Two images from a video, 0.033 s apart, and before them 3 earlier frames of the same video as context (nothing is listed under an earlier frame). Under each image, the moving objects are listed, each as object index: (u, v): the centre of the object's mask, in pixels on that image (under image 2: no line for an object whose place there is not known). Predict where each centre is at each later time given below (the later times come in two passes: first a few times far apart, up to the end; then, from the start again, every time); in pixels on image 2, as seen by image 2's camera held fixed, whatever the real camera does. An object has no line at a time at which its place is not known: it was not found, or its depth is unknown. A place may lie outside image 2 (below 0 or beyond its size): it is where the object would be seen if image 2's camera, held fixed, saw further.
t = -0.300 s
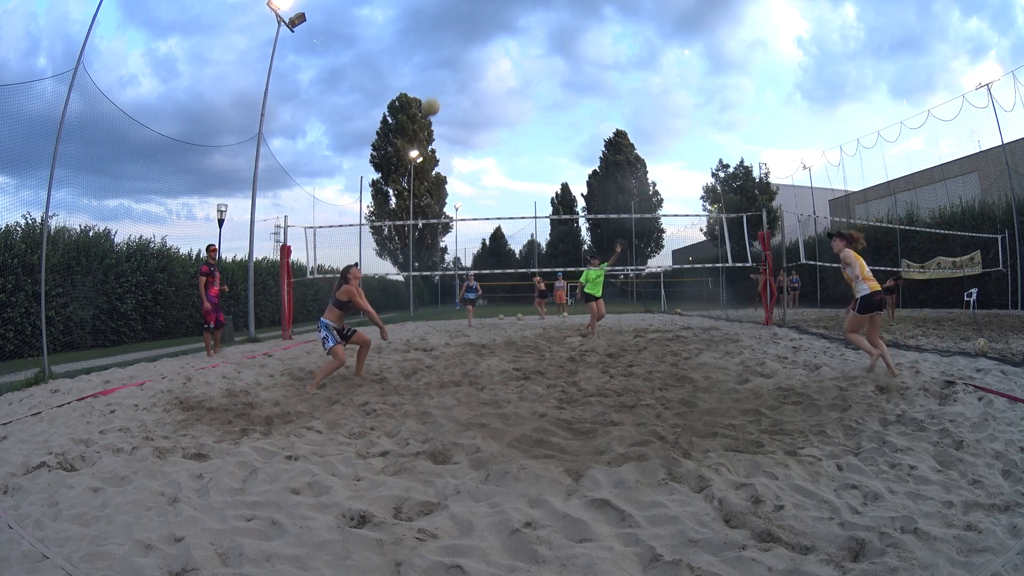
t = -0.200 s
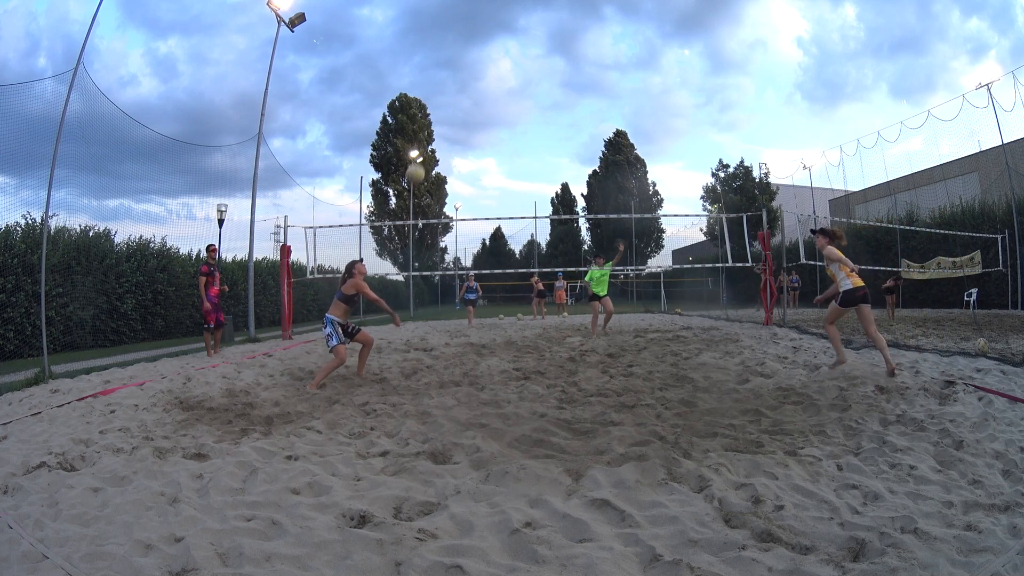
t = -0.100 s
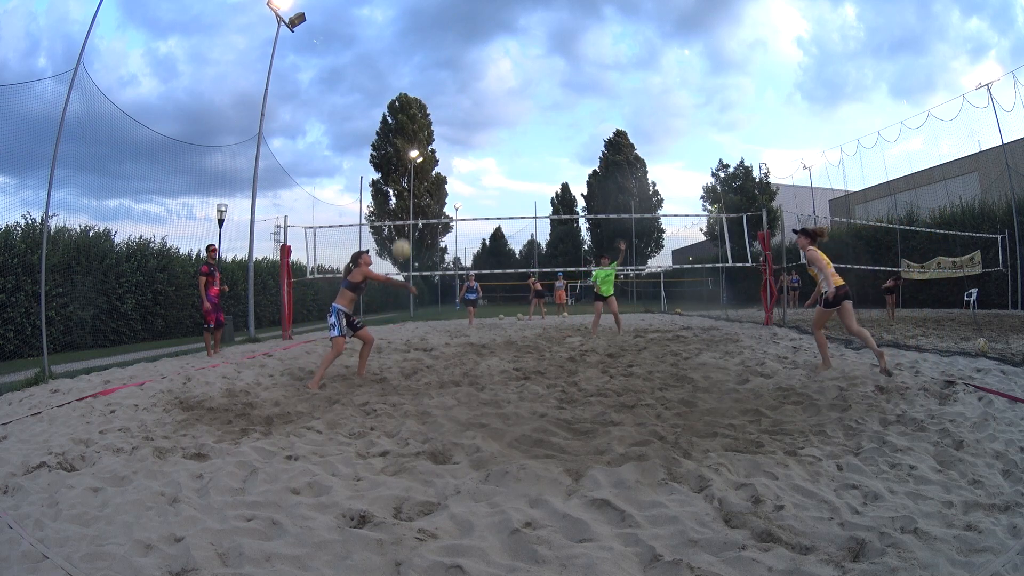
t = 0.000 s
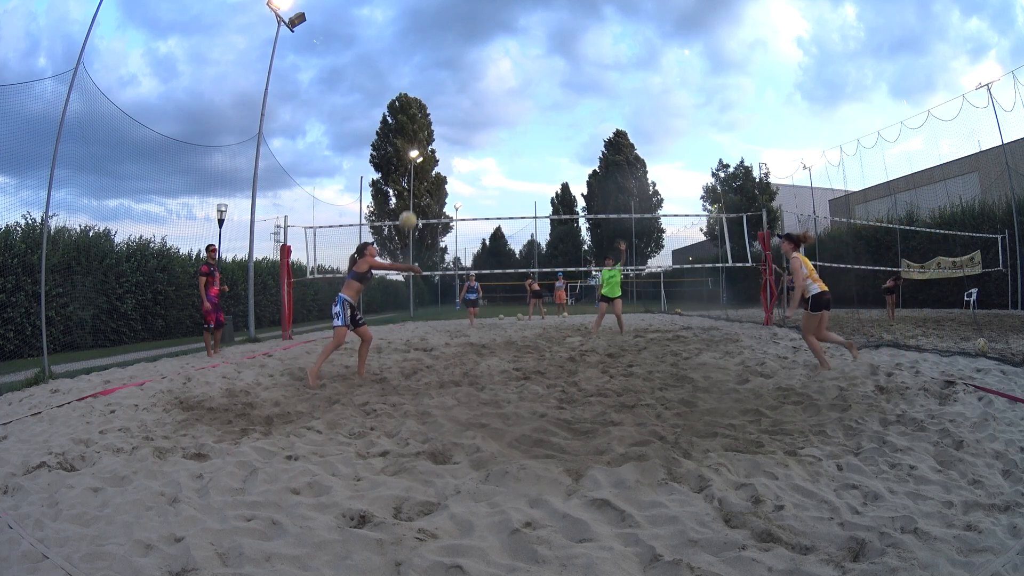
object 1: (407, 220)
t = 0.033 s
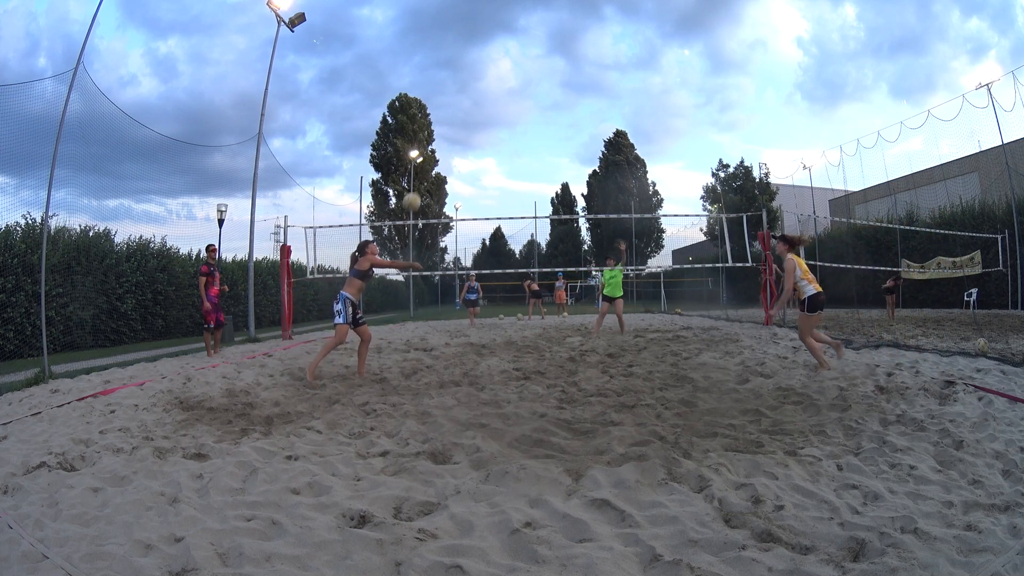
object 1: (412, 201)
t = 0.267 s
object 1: (439, 110)
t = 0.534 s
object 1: (462, 71)
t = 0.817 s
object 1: (482, 78)
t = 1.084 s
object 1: (498, 120)
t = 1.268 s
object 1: (508, 169)
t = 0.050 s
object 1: (414, 193)
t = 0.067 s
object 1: (416, 185)
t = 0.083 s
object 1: (418, 177)
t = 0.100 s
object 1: (421, 170)
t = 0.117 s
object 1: (422, 162)
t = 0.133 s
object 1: (425, 154)
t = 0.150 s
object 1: (426, 147)
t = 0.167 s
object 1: (427, 141)
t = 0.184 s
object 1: (429, 136)
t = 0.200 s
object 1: (431, 130)
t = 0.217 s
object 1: (433, 125)
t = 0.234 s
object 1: (435, 120)
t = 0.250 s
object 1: (437, 115)
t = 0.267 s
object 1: (439, 110)
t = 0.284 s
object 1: (440, 106)
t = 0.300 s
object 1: (442, 103)
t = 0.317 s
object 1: (443, 99)
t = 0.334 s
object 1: (445, 96)
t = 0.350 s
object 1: (447, 92)
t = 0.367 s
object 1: (448, 90)
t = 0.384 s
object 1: (449, 87)
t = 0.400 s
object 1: (451, 84)
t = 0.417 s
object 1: (452, 82)
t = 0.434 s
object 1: (454, 80)
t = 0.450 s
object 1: (455, 78)
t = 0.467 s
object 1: (457, 76)
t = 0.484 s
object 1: (458, 75)
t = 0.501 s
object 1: (459, 73)
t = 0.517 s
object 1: (461, 72)
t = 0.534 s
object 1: (462, 71)
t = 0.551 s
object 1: (463, 71)
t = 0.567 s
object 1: (465, 70)
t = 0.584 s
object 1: (466, 69)
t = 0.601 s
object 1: (467, 69)
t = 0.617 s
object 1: (468, 69)
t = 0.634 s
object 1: (469, 69)
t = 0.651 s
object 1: (471, 69)
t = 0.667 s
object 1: (472, 69)
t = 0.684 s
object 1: (473, 70)
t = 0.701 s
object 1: (474, 70)
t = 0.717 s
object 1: (475, 71)
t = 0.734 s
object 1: (477, 72)
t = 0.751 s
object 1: (478, 73)
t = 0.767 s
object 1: (479, 74)
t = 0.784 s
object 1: (480, 75)
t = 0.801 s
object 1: (481, 76)
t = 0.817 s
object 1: (482, 78)
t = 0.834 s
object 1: (483, 80)
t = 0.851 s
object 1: (484, 81)
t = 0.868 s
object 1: (485, 83)
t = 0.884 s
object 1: (486, 85)
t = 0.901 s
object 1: (487, 88)
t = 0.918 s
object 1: (488, 90)
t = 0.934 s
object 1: (489, 92)
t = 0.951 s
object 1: (490, 95)
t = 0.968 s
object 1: (491, 98)
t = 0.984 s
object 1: (492, 100)
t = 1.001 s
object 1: (493, 103)
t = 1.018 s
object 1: (494, 107)
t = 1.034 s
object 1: (495, 110)
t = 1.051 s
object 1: (496, 113)
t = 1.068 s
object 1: (497, 117)
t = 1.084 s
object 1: (498, 120)
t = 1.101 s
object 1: (499, 124)
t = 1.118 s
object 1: (500, 128)
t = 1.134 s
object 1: (501, 132)
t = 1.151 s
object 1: (502, 136)
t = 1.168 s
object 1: (503, 141)
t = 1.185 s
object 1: (504, 145)
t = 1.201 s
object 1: (505, 149)
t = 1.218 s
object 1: (506, 154)
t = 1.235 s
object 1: (506, 159)
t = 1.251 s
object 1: (507, 164)
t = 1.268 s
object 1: (508, 169)
